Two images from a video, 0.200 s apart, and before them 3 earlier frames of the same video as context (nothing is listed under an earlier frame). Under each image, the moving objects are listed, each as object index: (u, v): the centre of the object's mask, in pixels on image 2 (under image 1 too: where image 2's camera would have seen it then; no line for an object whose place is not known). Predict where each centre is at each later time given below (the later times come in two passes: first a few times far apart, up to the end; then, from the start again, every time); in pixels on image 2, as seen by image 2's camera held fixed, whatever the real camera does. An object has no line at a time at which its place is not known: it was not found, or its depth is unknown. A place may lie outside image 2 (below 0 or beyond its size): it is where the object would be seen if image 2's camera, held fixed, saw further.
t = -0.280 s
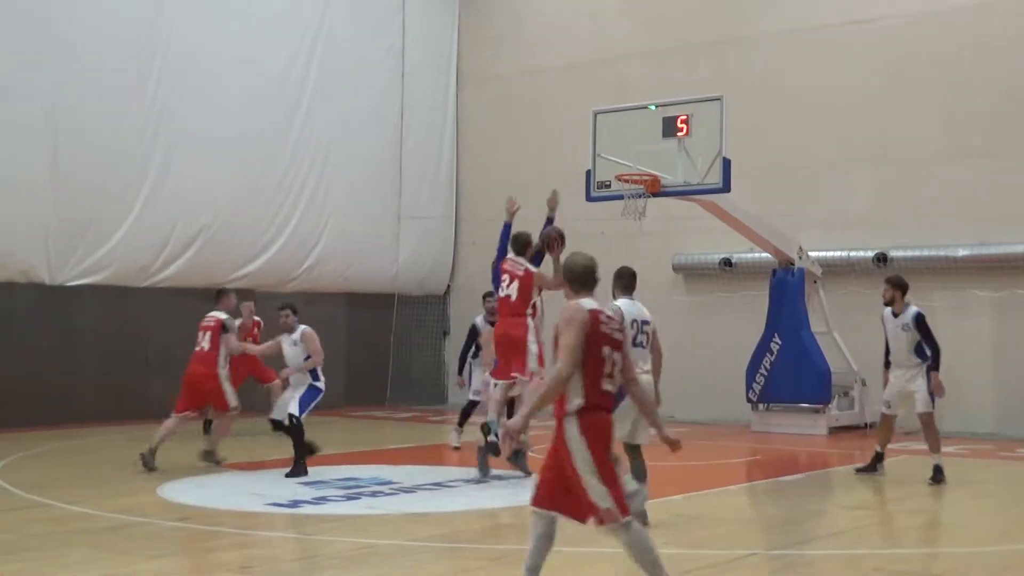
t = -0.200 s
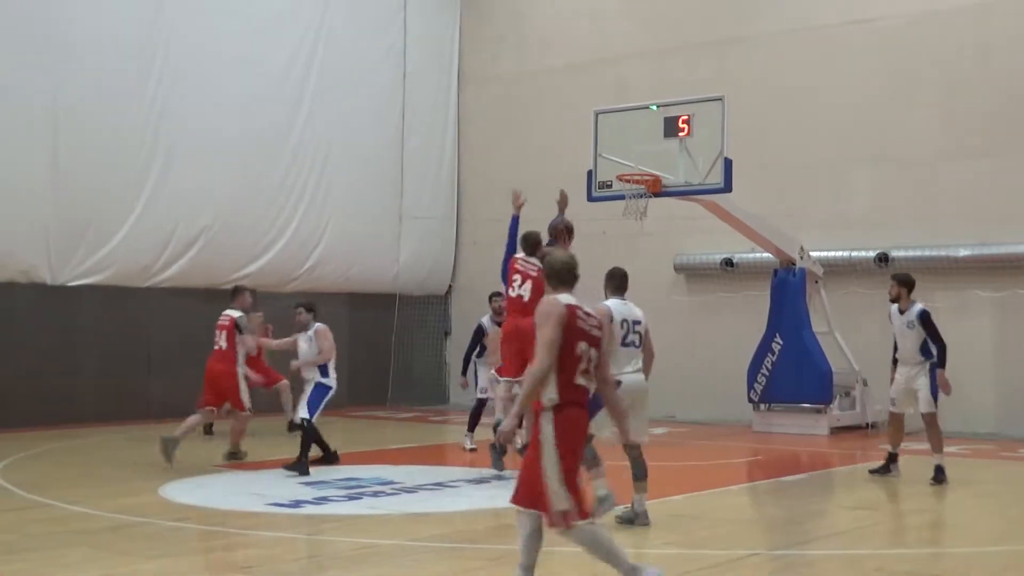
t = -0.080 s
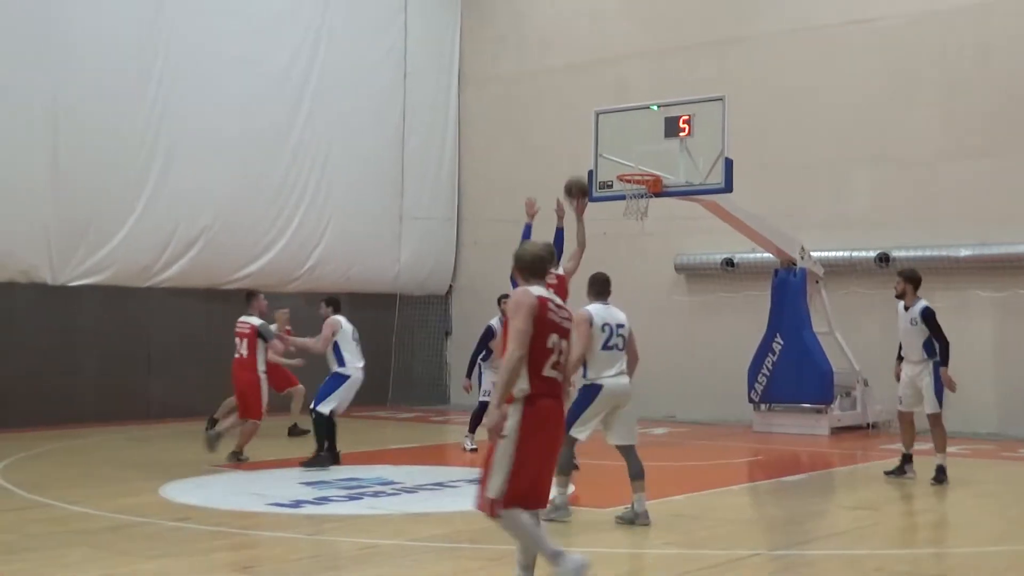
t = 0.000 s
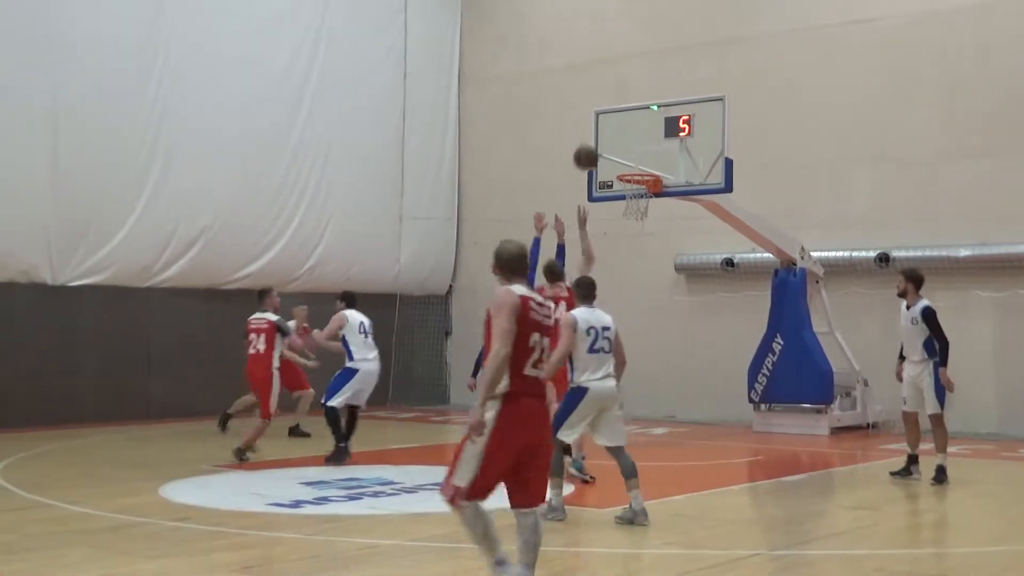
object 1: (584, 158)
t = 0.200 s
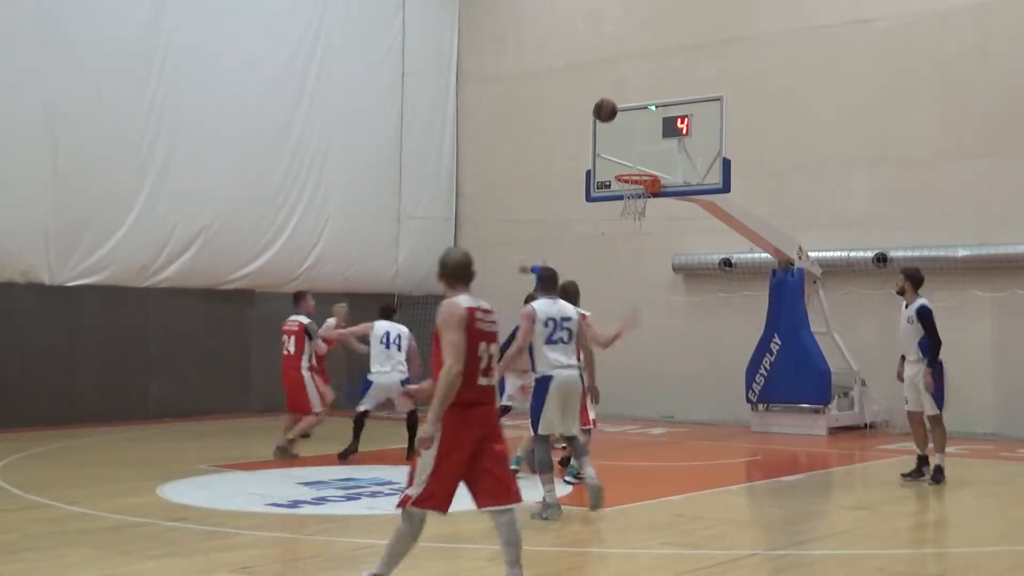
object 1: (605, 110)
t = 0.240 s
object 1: (609, 106)
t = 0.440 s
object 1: (626, 110)
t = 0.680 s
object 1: (646, 160)
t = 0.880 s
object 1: (651, 155)
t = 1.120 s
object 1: (623, 160)
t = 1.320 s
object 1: (617, 158)
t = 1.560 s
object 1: (611, 166)
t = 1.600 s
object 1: (609, 167)
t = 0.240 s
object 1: (609, 106)
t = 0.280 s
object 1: (613, 104)
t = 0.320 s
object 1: (616, 103)
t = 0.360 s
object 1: (619, 104)
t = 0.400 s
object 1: (623, 106)
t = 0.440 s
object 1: (626, 110)
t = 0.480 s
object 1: (630, 115)
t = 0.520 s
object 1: (633, 121)
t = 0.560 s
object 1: (637, 129)
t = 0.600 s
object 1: (640, 138)
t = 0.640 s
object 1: (643, 149)
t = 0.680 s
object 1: (646, 160)
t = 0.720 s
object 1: (648, 163)
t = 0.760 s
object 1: (649, 159)
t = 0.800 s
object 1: (650, 157)
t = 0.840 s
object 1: (651, 155)
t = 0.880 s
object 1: (651, 155)
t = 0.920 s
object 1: (647, 153)
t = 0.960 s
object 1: (642, 151)
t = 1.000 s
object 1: (637, 151)
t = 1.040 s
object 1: (633, 153)
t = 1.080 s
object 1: (628, 156)
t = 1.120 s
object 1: (623, 160)
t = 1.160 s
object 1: (618, 165)
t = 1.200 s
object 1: (617, 163)
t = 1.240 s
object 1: (617, 160)
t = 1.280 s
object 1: (618, 158)
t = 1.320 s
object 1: (617, 158)
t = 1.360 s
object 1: (616, 159)
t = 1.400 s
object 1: (616, 162)
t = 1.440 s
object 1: (615, 164)
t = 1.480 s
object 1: (614, 164)
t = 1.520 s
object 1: (612, 164)
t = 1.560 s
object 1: (611, 166)
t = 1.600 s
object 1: (609, 167)
